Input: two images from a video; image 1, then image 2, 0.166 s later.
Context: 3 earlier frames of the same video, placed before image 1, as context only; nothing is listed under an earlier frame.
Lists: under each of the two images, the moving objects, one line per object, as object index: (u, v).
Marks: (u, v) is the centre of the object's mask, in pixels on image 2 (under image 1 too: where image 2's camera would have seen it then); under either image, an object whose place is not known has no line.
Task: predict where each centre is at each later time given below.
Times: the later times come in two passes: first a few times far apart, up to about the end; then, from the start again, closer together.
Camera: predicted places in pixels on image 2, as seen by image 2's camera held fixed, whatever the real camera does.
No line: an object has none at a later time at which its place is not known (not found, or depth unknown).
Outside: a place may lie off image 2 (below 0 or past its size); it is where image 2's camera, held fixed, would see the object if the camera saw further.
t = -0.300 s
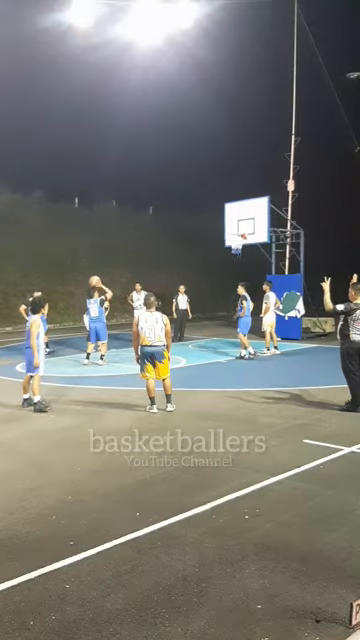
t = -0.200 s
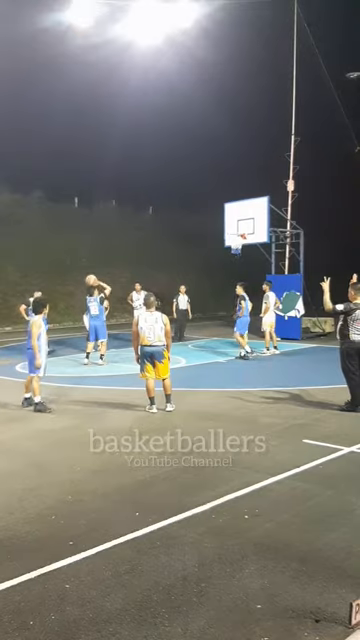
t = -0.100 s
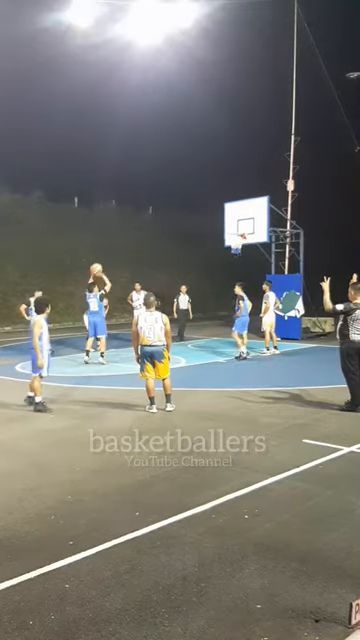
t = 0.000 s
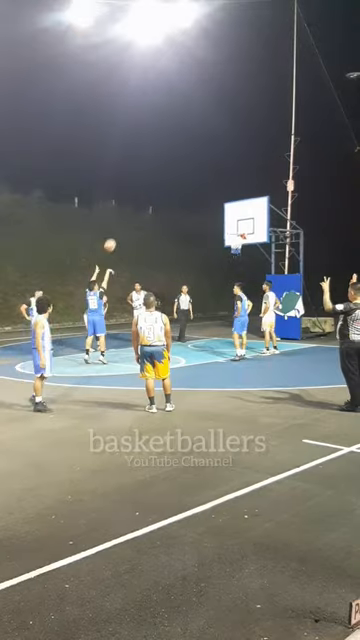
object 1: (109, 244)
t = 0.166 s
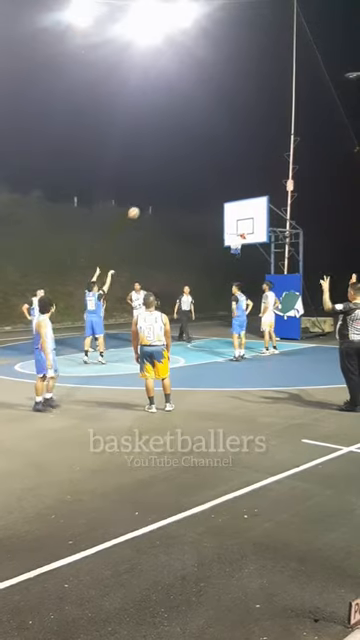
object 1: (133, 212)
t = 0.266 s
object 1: (147, 200)
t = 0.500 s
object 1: (177, 187)
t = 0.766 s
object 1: (207, 199)
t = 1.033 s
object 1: (235, 235)
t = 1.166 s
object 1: (239, 242)
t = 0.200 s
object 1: (138, 208)
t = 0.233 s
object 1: (142, 203)
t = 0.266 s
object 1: (147, 200)
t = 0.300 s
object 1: (151, 196)
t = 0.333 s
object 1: (156, 194)
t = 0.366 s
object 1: (160, 192)
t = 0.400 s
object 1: (165, 190)
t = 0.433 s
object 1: (169, 189)
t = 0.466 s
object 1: (172, 188)
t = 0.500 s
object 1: (177, 187)
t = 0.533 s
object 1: (181, 187)
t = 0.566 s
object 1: (185, 188)
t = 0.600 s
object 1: (189, 189)
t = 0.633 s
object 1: (192, 190)
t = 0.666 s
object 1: (196, 192)
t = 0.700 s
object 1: (200, 194)
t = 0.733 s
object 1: (204, 197)
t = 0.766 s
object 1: (207, 199)
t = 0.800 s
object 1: (211, 203)
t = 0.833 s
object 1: (214, 206)
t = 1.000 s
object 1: (230, 231)
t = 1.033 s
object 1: (235, 235)
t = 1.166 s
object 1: (239, 242)
